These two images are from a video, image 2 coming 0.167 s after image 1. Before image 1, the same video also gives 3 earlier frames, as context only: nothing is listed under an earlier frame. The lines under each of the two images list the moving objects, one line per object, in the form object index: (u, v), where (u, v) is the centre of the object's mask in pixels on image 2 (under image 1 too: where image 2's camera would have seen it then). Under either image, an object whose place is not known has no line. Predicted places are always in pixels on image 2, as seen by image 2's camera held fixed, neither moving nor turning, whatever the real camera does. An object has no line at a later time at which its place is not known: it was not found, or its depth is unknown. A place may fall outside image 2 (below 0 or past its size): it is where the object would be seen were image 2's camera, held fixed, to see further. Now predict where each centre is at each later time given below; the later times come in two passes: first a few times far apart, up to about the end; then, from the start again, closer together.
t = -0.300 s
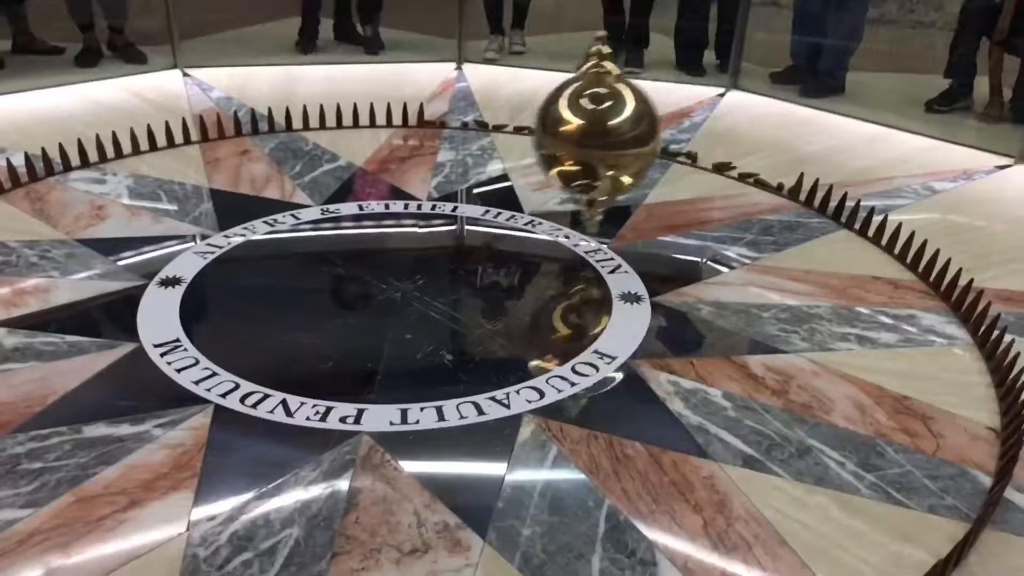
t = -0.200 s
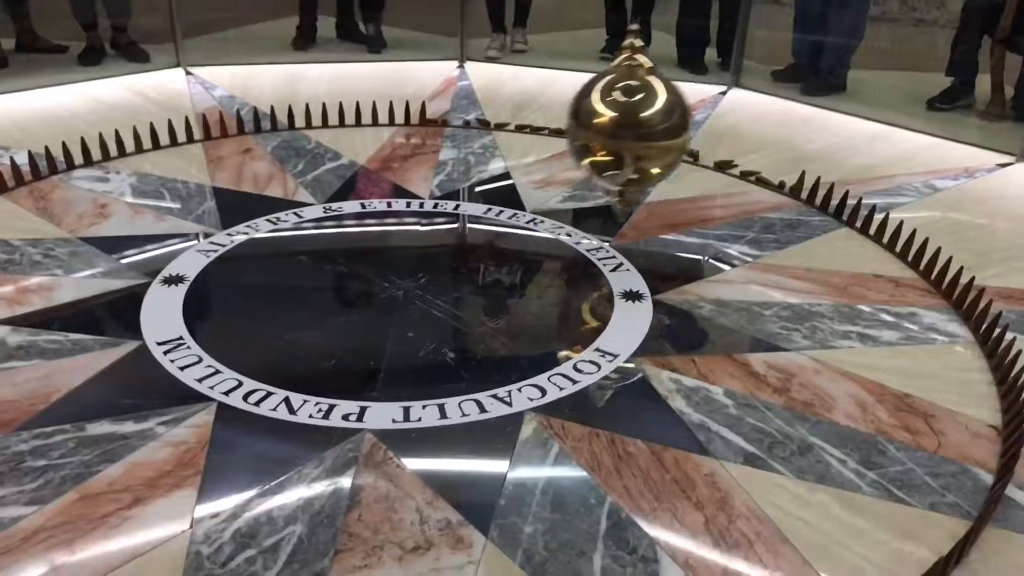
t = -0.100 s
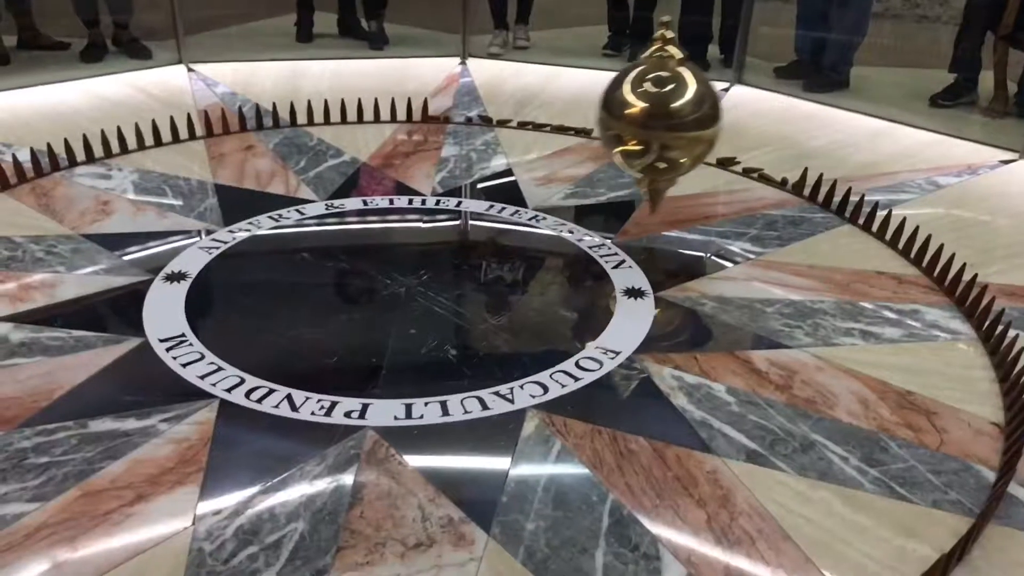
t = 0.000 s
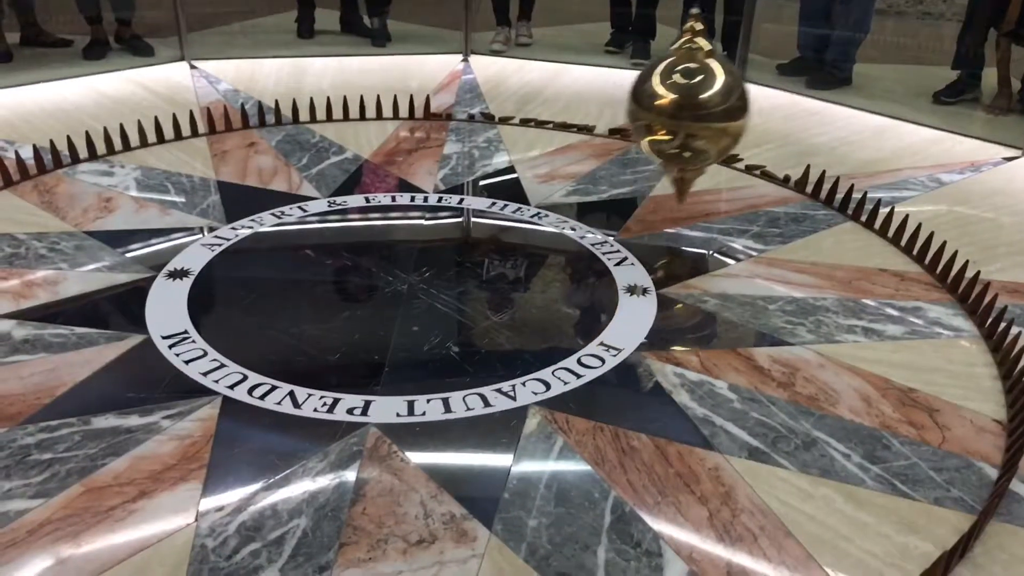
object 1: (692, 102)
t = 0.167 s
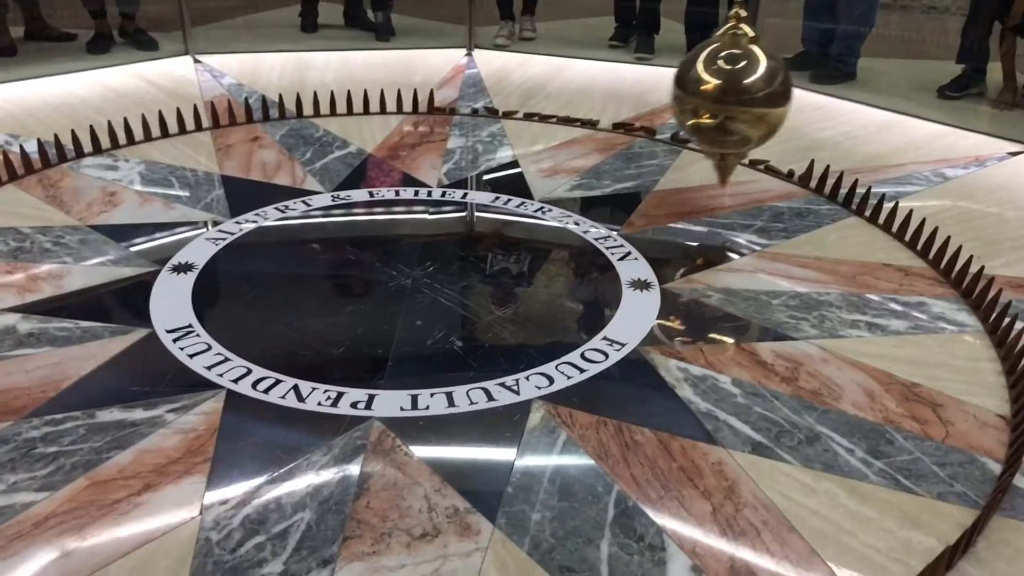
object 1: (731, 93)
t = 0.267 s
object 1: (752, 90)
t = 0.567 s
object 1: (804, 79)
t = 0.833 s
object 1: (834, 73)
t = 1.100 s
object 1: (852, 70)
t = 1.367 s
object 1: (858, 69)
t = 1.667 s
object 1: (849, 70)
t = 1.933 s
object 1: (827, 75)
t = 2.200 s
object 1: (792, 82)
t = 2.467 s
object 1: (742, 93)
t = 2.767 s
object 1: (672, 106)
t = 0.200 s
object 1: (738, 92)
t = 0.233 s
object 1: (745, 91)
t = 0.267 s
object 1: (752, 90)
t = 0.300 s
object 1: (758, 88)
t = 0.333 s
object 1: (765, 87)
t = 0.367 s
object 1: (771, 85)
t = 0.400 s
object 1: (777, 83)
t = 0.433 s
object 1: (783, 82)
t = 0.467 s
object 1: (788, 81)
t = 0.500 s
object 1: (793, 80)
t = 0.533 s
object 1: (799, 80)
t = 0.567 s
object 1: (804, 79)
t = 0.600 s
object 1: (808, 78)
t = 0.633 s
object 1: (812, 78)
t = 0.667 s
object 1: (816, 76)
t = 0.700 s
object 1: (820, 76)
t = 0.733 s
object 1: (824, 75)
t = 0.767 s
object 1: (828, 74)
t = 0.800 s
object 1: (831, 73)
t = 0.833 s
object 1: (834, 73)
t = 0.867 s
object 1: (838, 72)
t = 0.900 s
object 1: (840, 72)
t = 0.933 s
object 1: (843, 71)
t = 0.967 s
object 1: (845, 71)
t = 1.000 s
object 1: (847, 71)
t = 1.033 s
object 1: (849, 70)
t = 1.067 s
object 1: (851, 70)
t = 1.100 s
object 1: (852, 70)
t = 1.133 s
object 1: (854, 70)
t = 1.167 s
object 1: (855, 70)
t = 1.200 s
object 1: (856, 70)
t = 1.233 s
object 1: (857, 69)
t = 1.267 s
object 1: (858, 70)
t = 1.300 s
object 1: (858, 70)
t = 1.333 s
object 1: (858, 69)
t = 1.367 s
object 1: (858, 69)
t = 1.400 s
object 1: (858, 69)
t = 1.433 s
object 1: (858, 69)
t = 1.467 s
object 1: (857, 70)
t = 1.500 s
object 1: (856, 69)
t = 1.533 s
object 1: (855, 70)
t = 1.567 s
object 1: (854, 70)
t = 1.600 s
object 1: (853, 70)
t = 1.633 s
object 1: (851, 70)
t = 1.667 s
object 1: (849, 70)
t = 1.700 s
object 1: (847, 71)
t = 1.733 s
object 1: (845, 71)
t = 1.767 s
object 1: (842, 72)
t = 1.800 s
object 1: (840, 72)
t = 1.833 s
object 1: (837, 72)
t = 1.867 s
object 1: (834, 73)
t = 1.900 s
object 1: (830, 74)
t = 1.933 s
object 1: (827, 75)
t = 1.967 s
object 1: (824, 75)
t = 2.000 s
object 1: (820, 76)
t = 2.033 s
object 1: (816, 77)
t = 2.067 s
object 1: (812, 78)
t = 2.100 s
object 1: (807, 79)
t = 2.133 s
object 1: (802, 80)
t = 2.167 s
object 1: (795, 78)
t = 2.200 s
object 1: (792, 82)
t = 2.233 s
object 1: (786, 83)
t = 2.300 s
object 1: (775, 85)
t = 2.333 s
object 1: (769, 86)
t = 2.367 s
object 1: (763, 88)
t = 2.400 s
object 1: (756, 89)
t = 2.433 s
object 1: (749, 91)
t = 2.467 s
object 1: (742, 93)
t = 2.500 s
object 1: (736, 93)
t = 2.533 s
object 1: (728, 95)
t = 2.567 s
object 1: (721, 97)
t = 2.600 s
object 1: (713, 99)
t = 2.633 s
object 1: (706, 101)
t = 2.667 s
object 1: (698, 102)
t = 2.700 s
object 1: (689, 103)
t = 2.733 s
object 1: (681, 104)
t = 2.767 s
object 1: (672, 106)
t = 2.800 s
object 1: (662, 108)
